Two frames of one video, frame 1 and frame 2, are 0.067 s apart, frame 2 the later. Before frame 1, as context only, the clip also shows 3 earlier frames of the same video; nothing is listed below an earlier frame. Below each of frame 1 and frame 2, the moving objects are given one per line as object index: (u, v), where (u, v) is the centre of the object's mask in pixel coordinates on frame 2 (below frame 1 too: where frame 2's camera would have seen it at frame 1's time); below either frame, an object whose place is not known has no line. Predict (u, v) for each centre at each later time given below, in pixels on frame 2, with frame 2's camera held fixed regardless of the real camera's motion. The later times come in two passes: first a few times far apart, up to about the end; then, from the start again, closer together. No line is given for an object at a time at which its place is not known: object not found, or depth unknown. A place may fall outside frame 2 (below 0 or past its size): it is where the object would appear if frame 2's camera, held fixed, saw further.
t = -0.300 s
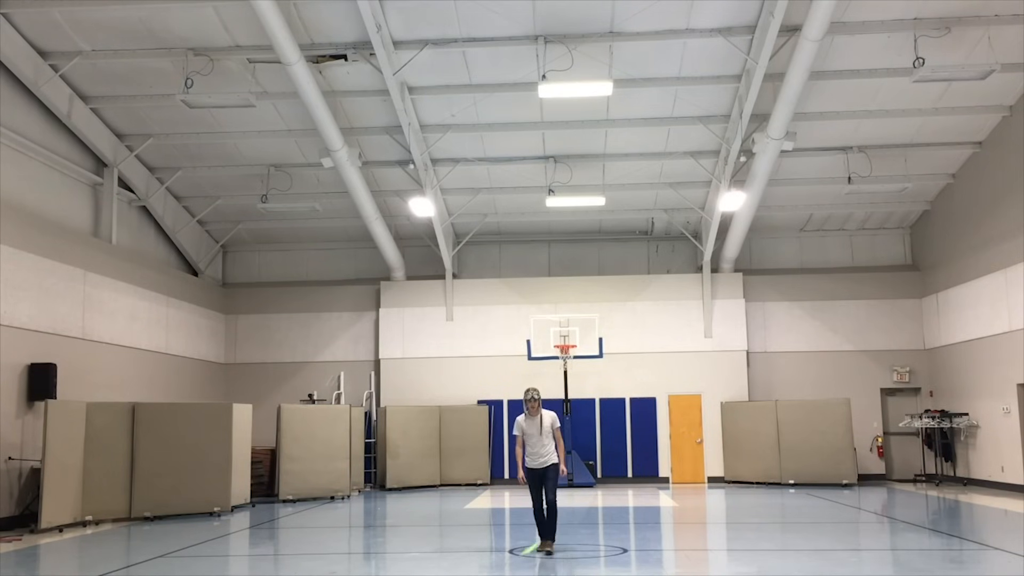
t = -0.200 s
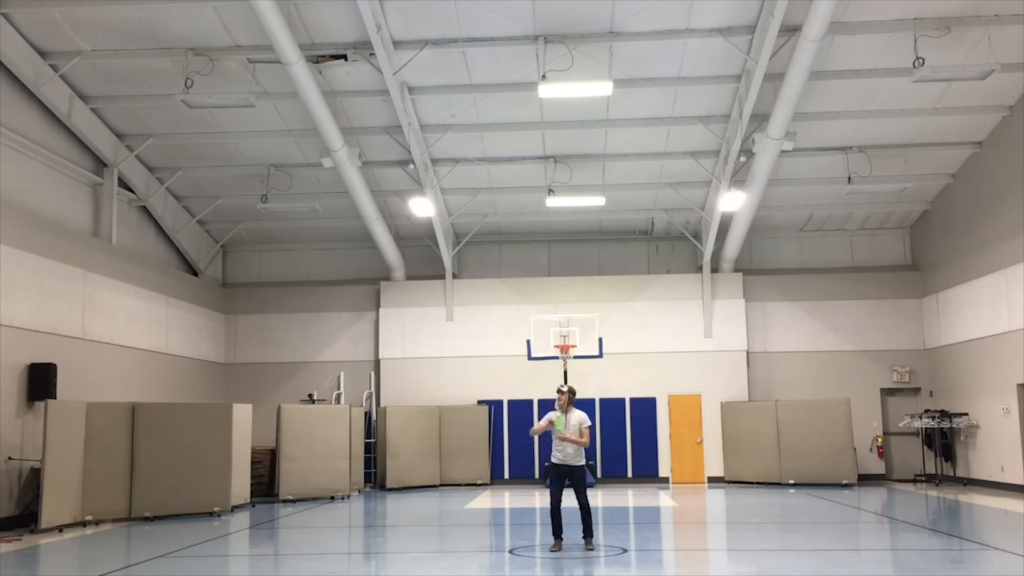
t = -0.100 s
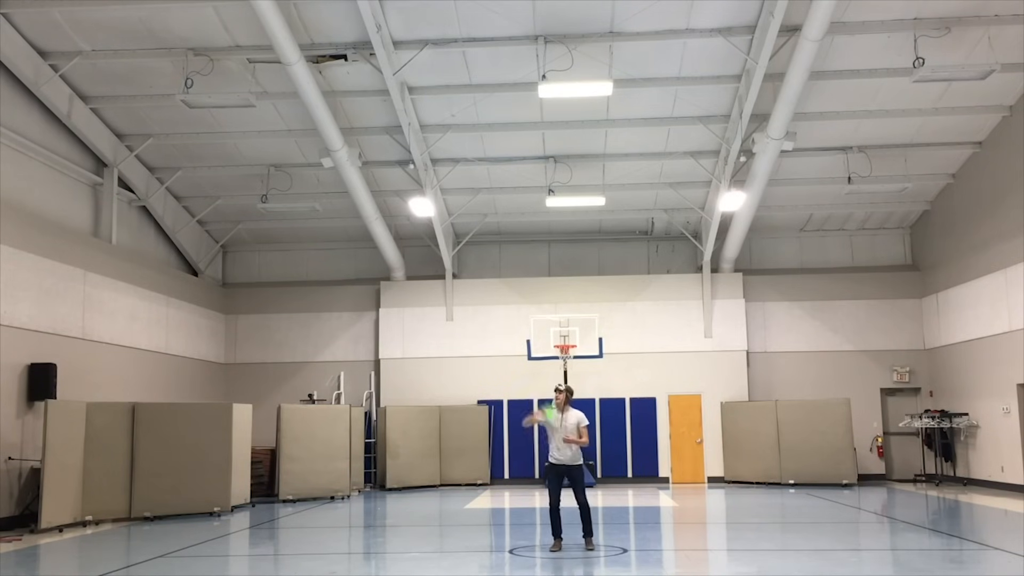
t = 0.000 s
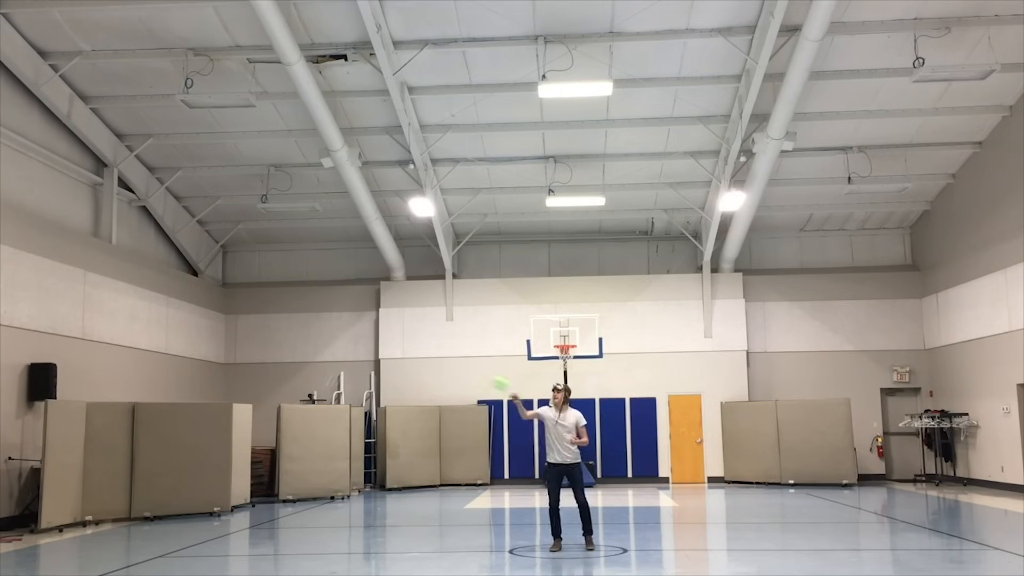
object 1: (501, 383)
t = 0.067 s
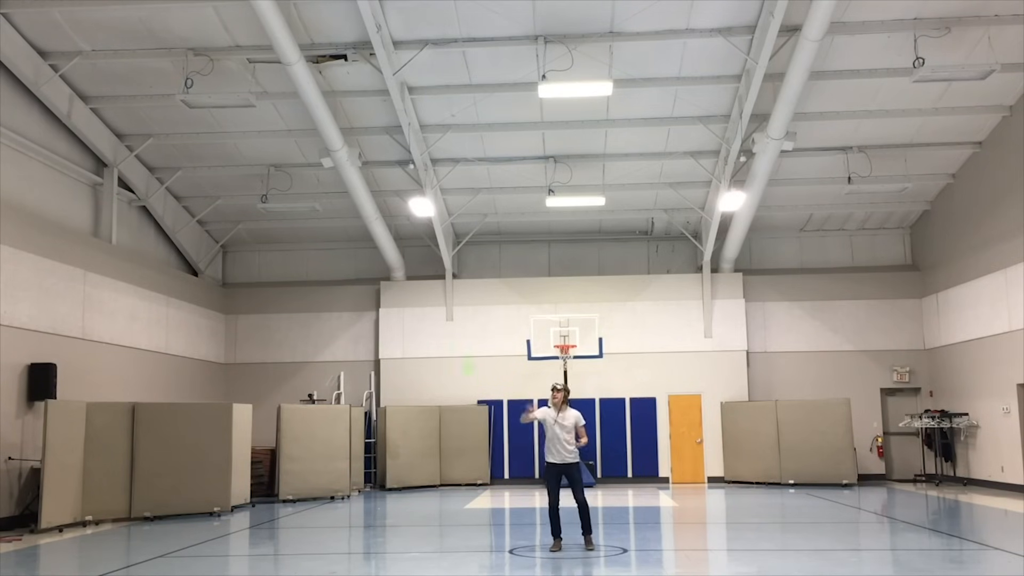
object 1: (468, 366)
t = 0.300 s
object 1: (480, 321)
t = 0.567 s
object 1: (573, 294)
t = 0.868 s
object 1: (628, 315)
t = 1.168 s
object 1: (640, 366)
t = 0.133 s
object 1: (452, 351)
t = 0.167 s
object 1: (452, 346)
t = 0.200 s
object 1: (455, 340)
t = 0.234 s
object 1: (462, 333)
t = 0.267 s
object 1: (470, 326)
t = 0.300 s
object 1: (480, 321)
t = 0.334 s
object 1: (493, 315)
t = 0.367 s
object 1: (504, 309)
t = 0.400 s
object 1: (517, 305)
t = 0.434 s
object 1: (529, 301)
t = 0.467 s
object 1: (540, 298)
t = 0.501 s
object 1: (553, 296)
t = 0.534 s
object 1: (563, 295)
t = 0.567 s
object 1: (573, 294)
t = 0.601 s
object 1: (581, 294)
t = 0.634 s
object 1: (590, 294)
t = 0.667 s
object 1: (597, 296)
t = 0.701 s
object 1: (604, 298)
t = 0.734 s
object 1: (610, 300)
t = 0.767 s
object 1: (615, 303)
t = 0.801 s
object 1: (620, 307)
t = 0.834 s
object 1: (624, 311)
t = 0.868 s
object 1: (628, 315)
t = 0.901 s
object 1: (632, 319)
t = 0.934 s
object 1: (635, 324)
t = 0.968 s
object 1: (637, 329)
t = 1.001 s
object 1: (640, 335)
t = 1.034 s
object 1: (641, 341)
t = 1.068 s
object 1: (642, 347)
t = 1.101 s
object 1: (642, 353)
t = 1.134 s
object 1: (641, 359)
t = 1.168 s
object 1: (640, 366)
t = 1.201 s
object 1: (639, 372)
